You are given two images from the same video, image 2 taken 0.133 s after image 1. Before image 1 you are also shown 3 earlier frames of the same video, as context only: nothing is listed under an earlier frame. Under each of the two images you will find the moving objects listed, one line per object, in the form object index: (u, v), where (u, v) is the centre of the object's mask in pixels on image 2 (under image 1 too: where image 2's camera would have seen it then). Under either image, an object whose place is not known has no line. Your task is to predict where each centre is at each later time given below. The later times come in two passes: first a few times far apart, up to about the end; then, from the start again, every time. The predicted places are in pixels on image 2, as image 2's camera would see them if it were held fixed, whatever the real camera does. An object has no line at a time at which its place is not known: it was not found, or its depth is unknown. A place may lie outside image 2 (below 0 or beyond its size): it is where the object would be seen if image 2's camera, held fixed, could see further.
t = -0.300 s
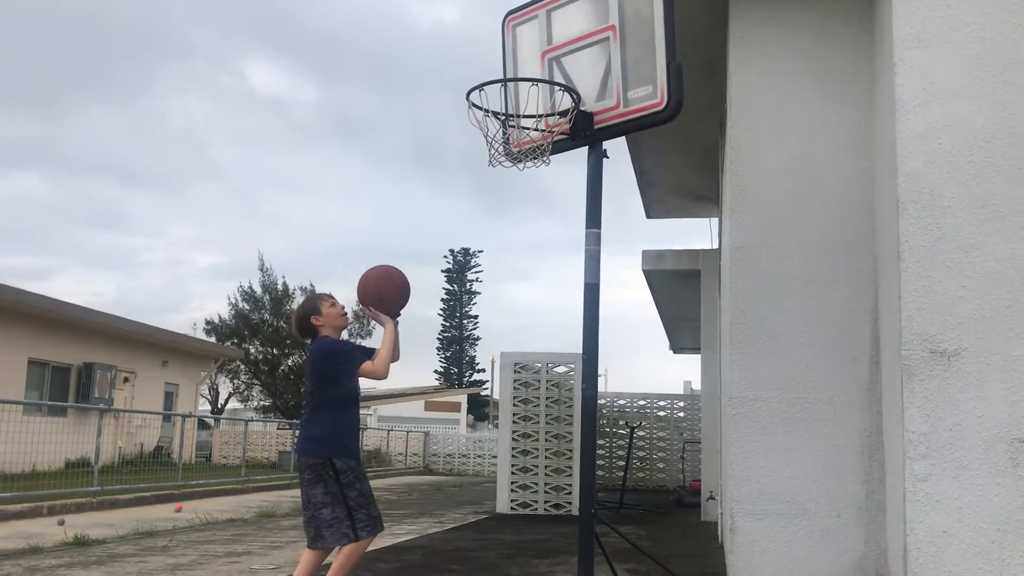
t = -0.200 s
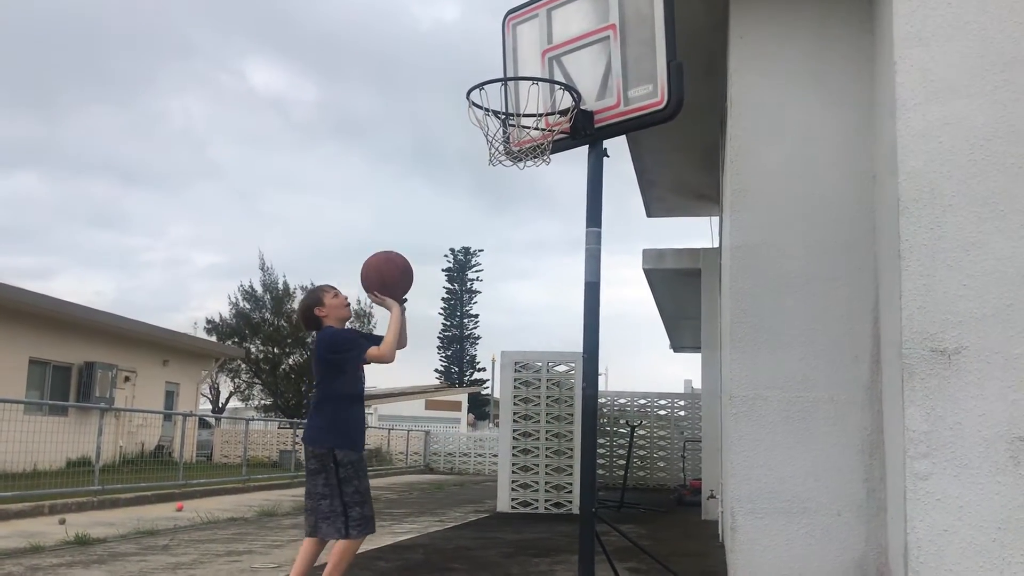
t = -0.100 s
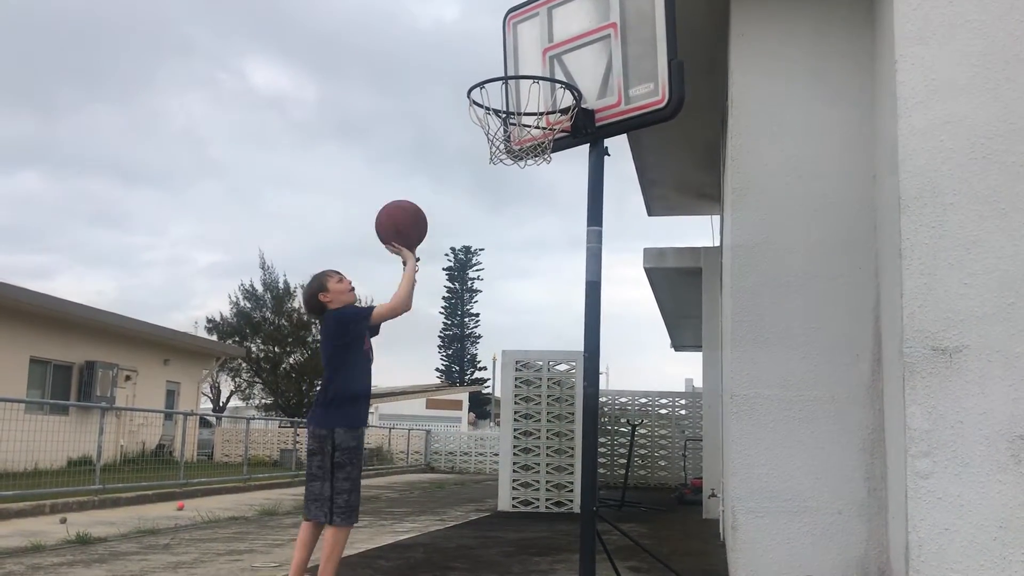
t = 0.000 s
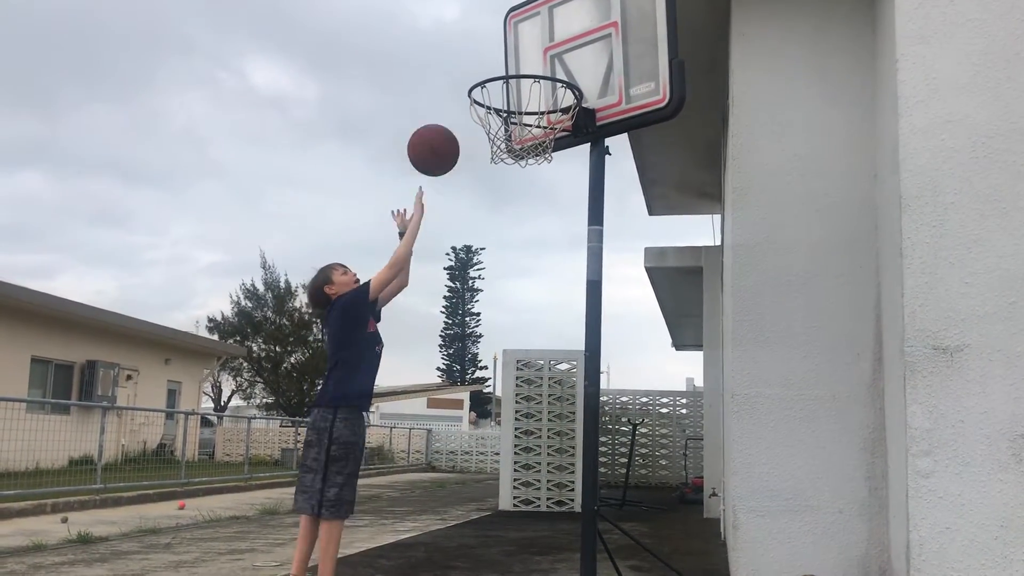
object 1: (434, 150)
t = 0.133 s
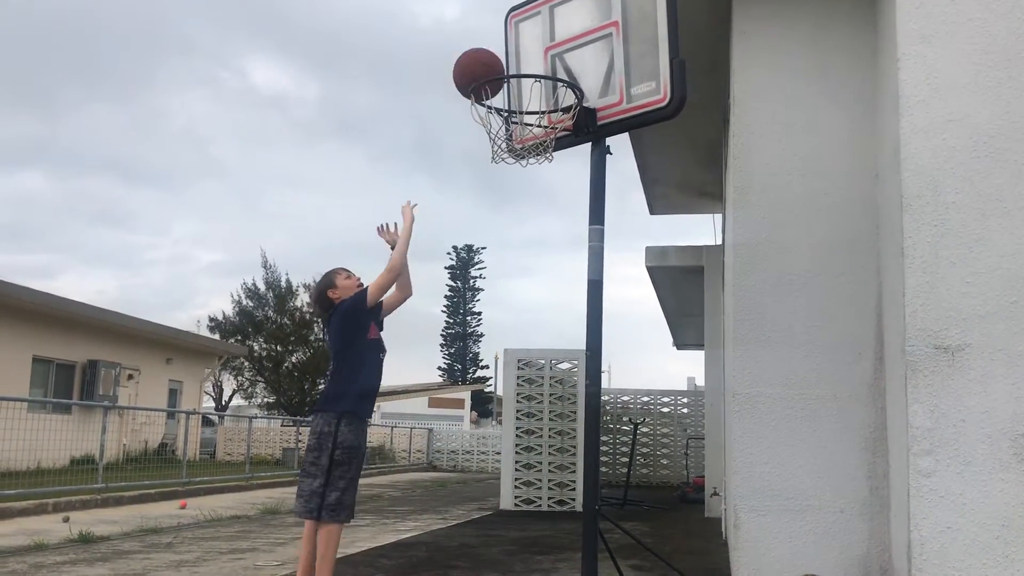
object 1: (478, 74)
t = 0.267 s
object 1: (523, 34)
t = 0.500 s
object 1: (544, 49)
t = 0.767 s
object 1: (517, 181)
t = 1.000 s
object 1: (462, 402)
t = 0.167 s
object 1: (489, 60)
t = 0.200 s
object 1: (501, 50)
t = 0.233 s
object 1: (512, 41)
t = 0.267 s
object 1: (523, 34)
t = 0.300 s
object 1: (533, 30)
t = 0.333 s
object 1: (535, 28)
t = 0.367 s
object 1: (537, 27)
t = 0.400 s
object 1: (538, 29)
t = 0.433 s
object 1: (540, 34)
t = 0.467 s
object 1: (542, 41)
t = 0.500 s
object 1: (544, 49)
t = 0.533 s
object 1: (545, 62)
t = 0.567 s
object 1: (547, 76)
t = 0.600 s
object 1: (547, 94)
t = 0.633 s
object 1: (544, 109)
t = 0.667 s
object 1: (535, 127)
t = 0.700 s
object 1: (531, 143)
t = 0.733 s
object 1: (524, 161)
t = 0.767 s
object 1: (517, 181)
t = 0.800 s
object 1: (509, 204)
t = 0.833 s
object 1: (502, 229)
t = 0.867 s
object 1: (494, 258)
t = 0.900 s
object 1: (487, 289)
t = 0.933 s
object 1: (479, 324)
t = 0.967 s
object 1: (470, 361)
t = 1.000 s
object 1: (462, 402)
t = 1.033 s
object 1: (453, 447)
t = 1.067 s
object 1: (443, 495)
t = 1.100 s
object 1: (434, 548)
